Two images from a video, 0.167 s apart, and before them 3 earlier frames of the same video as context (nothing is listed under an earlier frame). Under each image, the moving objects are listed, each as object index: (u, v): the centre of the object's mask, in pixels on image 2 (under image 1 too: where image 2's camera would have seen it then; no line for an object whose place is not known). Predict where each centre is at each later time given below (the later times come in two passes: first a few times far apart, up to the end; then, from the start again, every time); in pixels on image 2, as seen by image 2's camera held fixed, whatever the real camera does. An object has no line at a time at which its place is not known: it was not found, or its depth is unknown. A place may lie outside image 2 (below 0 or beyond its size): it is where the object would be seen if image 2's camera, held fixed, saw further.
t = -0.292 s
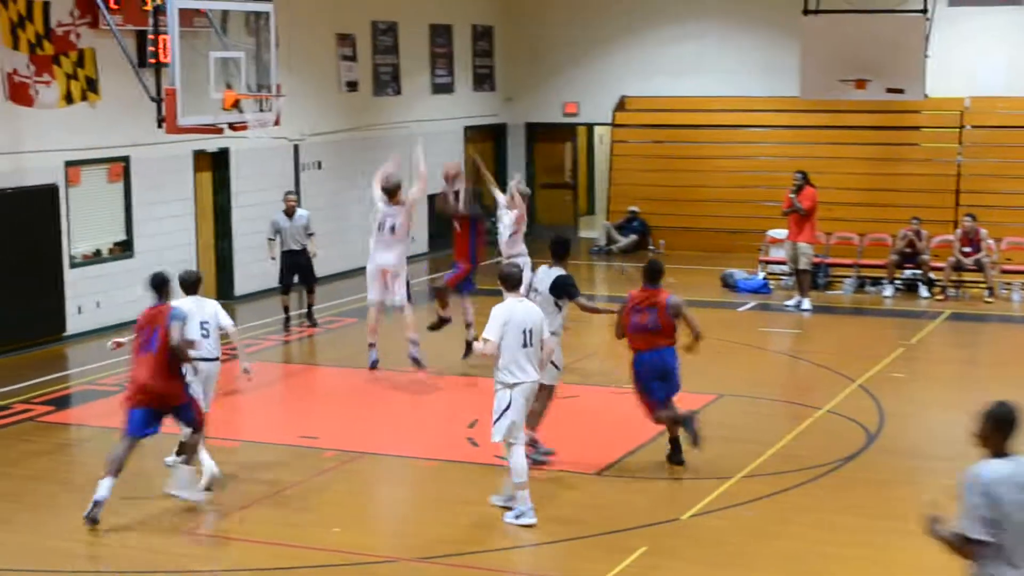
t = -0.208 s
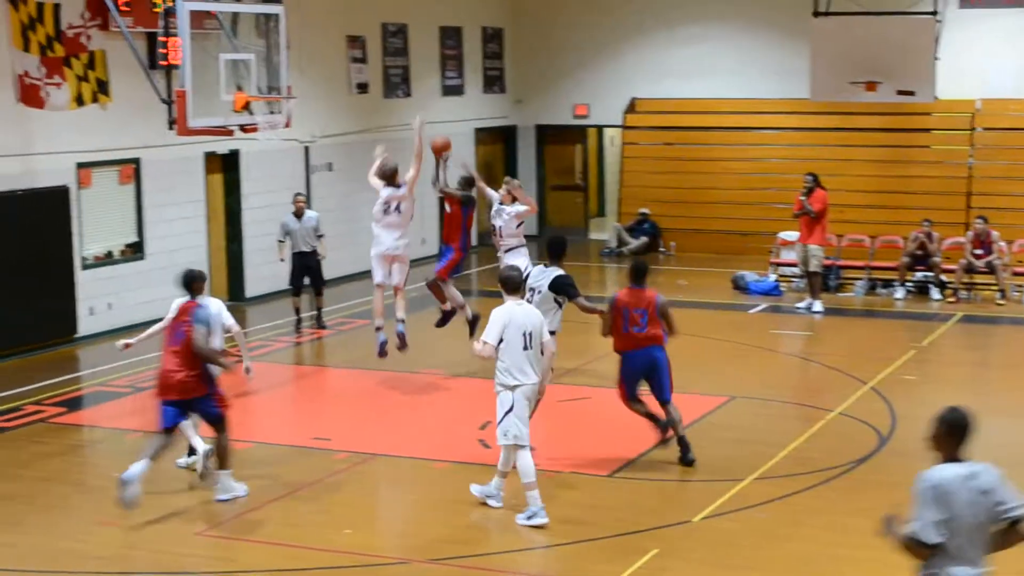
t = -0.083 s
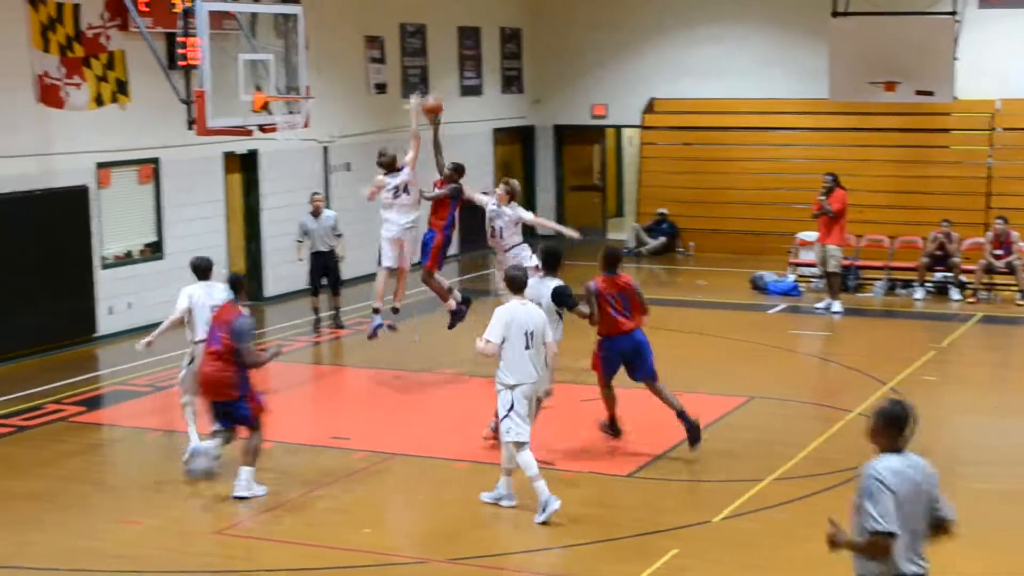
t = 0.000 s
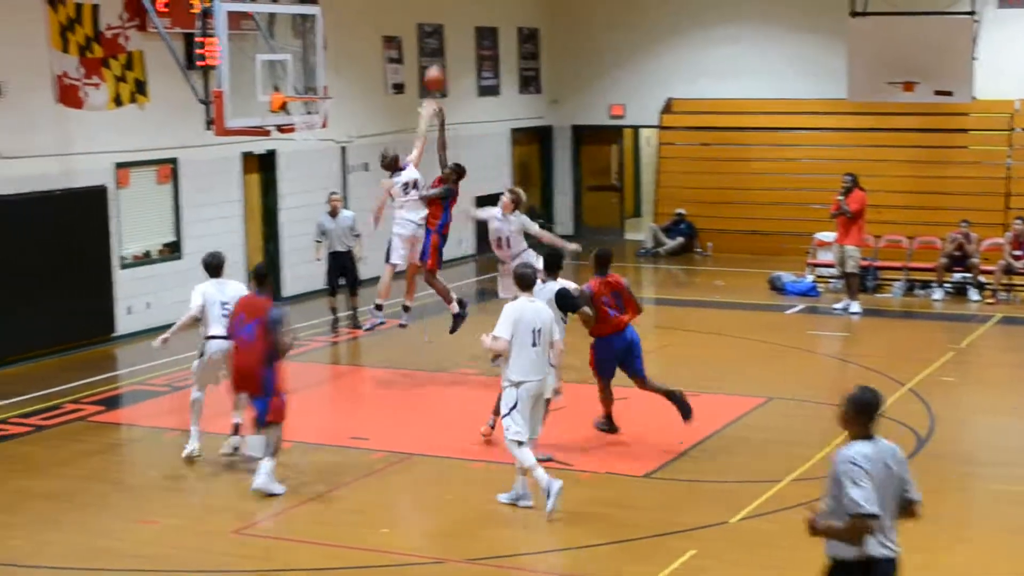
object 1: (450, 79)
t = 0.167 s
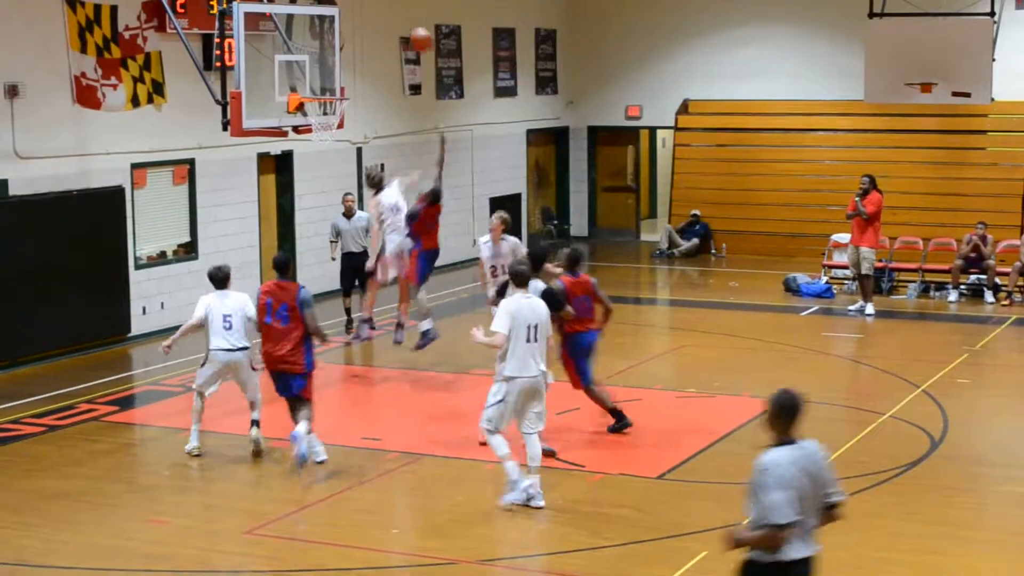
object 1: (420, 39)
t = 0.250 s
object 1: (406, 29)
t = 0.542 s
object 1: (350, 40)
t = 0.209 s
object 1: (414, 33)
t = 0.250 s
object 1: (406, 29)
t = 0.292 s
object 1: (398, 25)
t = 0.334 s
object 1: (391, 23)
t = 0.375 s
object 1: (383, 24)
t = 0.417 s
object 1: (375, 25)
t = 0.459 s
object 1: (366, 29)
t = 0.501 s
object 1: (357, 34)
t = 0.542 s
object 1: (350, 40)
